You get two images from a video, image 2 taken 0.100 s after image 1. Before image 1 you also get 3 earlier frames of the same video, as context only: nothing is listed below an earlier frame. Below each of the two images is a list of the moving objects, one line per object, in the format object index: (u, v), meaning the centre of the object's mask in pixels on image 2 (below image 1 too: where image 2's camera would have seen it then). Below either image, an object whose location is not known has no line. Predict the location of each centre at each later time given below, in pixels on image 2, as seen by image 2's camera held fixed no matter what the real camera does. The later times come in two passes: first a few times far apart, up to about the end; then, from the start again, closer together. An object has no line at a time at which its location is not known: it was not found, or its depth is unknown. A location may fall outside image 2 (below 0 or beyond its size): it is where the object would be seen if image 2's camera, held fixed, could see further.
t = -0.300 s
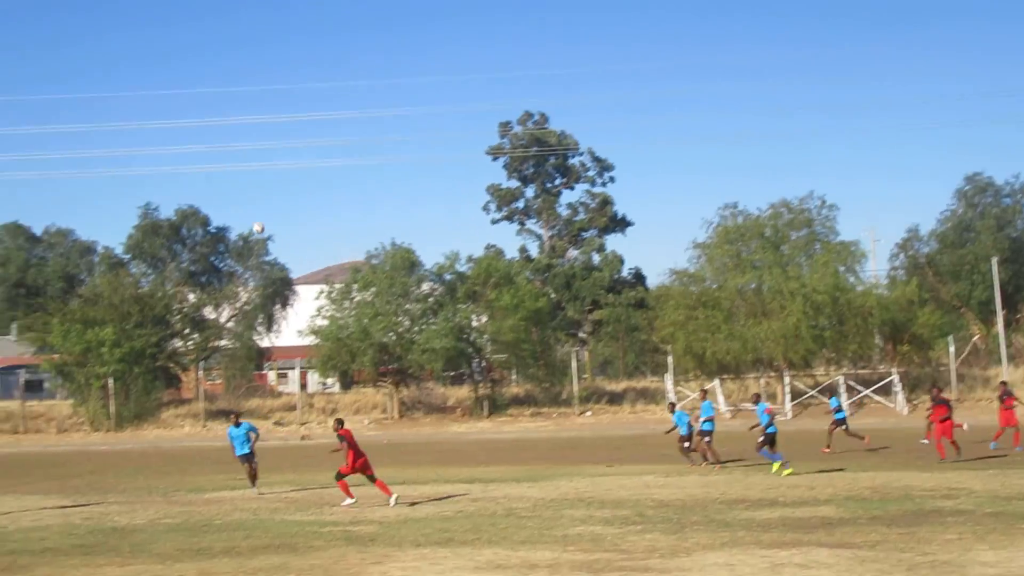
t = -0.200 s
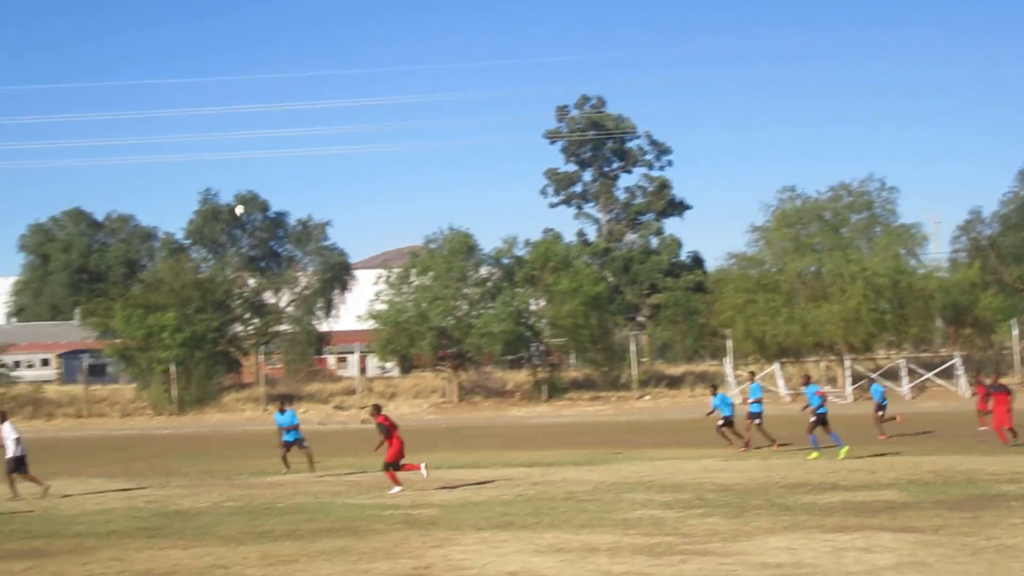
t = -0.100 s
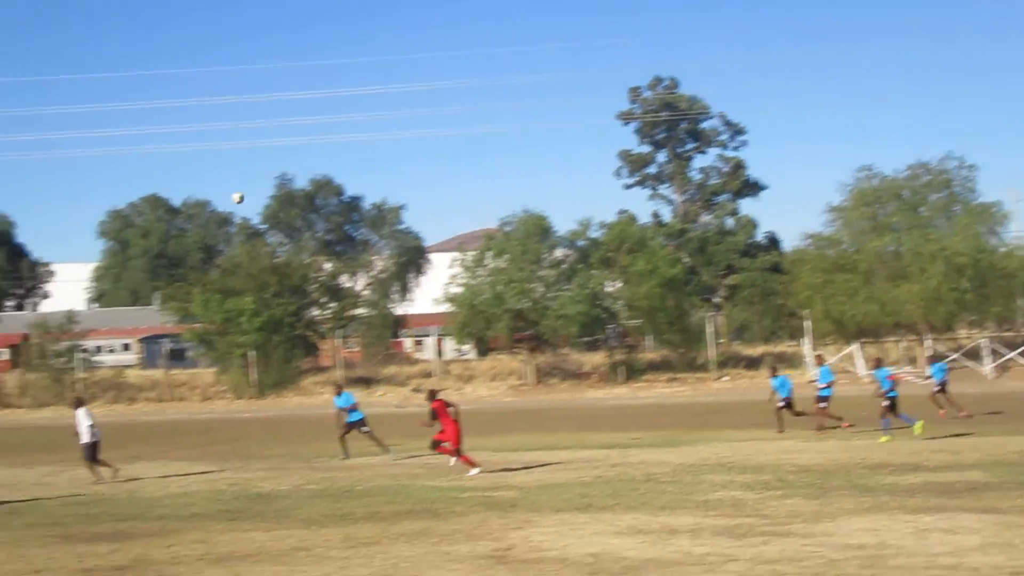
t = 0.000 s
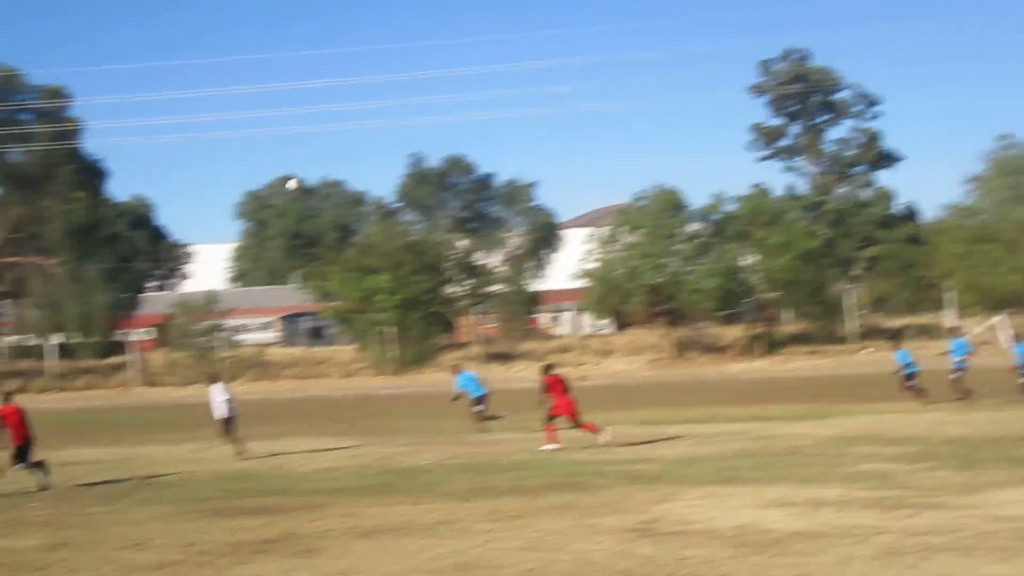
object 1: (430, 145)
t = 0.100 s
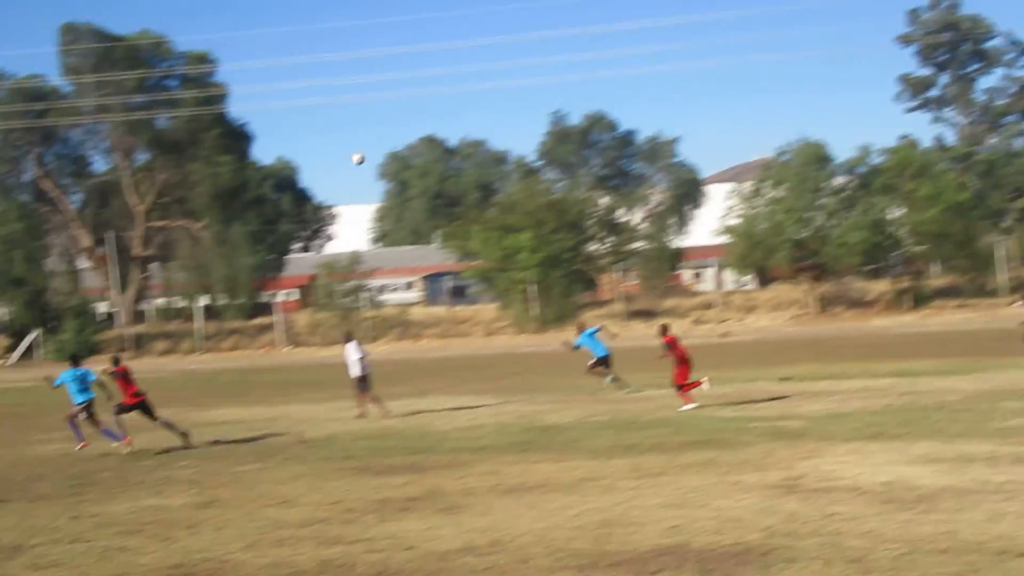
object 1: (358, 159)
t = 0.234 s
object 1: (255, 182)
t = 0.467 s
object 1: (65, 241)
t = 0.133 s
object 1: (335, 164)
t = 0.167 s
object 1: (309, 170)
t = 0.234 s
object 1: (255, 182)
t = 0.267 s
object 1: (229, 188)
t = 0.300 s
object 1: (201, 195)
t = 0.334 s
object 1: (174, 202)
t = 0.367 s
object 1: (147, 211)
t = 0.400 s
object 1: (119, 220)
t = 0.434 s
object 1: (92, 231)
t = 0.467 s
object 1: (65, 241)
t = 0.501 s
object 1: (37, 253)
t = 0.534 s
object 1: (7, 266)
